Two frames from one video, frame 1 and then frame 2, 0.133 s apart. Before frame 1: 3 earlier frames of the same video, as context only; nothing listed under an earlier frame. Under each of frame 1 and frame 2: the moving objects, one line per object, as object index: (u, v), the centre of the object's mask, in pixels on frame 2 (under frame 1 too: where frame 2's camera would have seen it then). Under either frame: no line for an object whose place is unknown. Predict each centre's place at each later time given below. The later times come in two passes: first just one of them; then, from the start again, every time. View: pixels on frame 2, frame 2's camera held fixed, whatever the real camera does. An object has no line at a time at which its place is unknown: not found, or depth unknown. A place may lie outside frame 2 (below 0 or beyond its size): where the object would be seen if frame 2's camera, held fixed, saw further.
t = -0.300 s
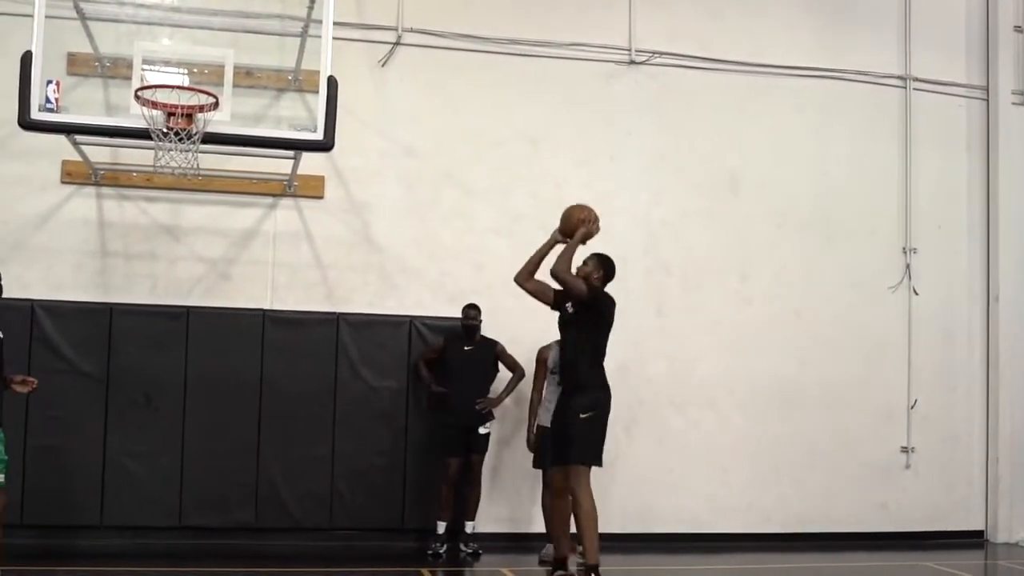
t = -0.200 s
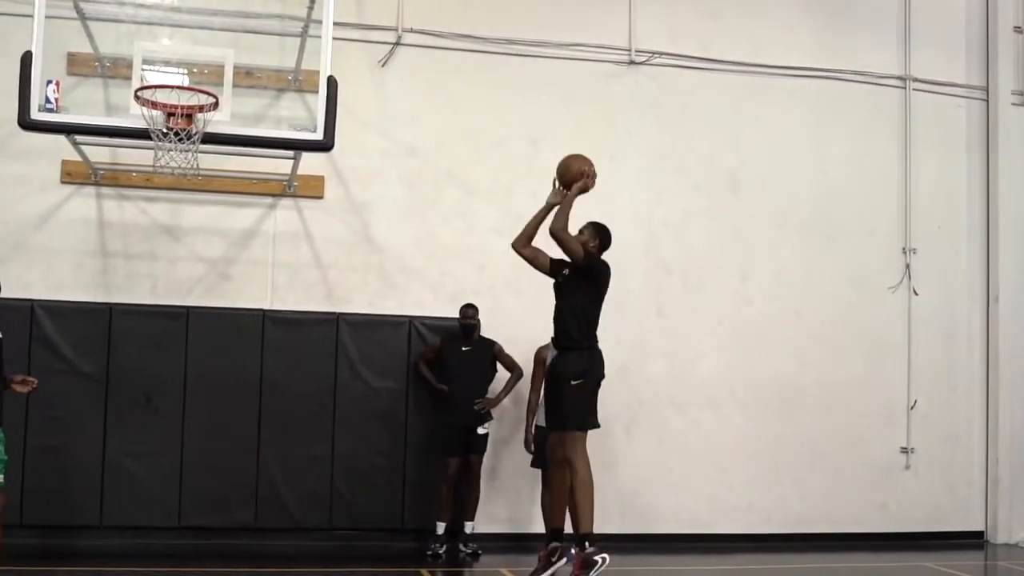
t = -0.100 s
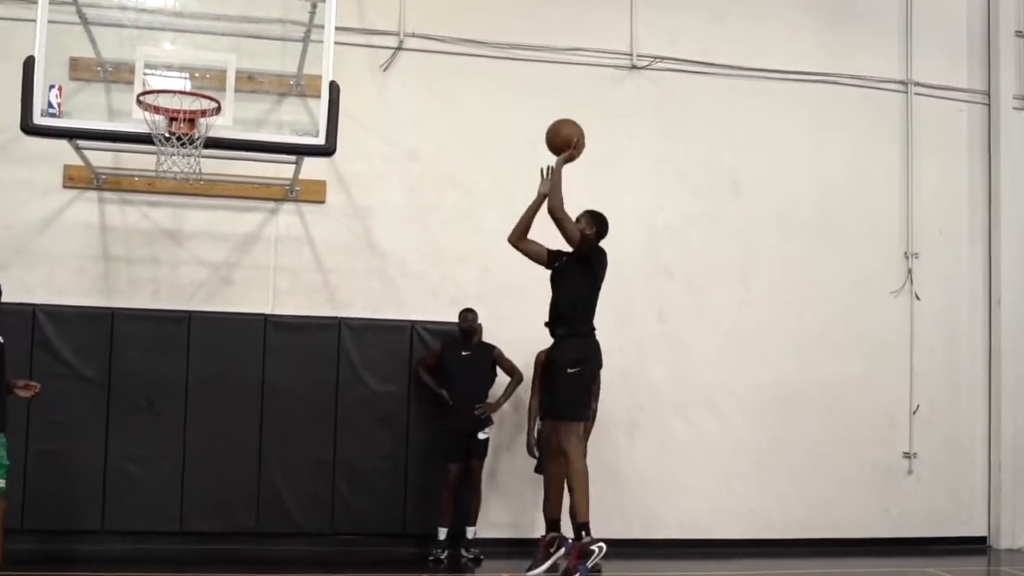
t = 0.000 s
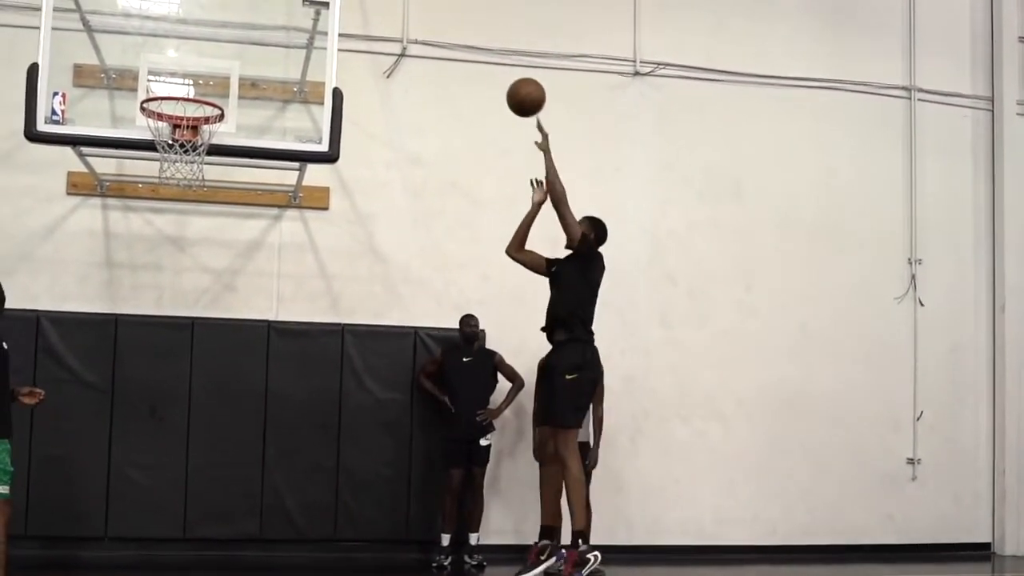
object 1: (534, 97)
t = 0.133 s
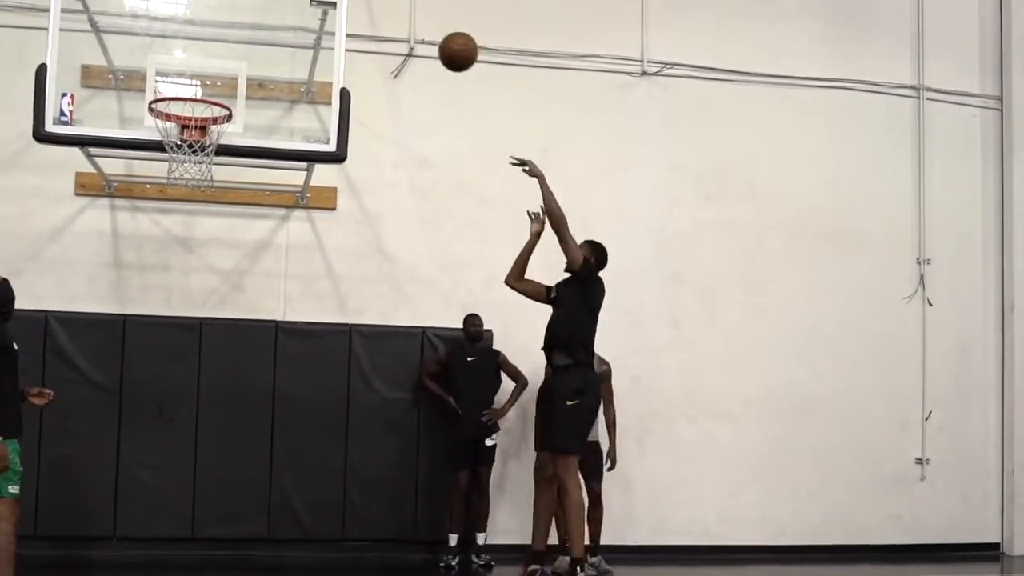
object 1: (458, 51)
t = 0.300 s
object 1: (359, 33)
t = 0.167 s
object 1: (438, 44)
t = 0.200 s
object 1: (419, 39)
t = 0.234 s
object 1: (399, 35)
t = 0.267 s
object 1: (379, 33)
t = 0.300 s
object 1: (359, 33)
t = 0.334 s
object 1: (339, 35)
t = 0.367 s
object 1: (319, 38)
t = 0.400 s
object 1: (299, 43)
